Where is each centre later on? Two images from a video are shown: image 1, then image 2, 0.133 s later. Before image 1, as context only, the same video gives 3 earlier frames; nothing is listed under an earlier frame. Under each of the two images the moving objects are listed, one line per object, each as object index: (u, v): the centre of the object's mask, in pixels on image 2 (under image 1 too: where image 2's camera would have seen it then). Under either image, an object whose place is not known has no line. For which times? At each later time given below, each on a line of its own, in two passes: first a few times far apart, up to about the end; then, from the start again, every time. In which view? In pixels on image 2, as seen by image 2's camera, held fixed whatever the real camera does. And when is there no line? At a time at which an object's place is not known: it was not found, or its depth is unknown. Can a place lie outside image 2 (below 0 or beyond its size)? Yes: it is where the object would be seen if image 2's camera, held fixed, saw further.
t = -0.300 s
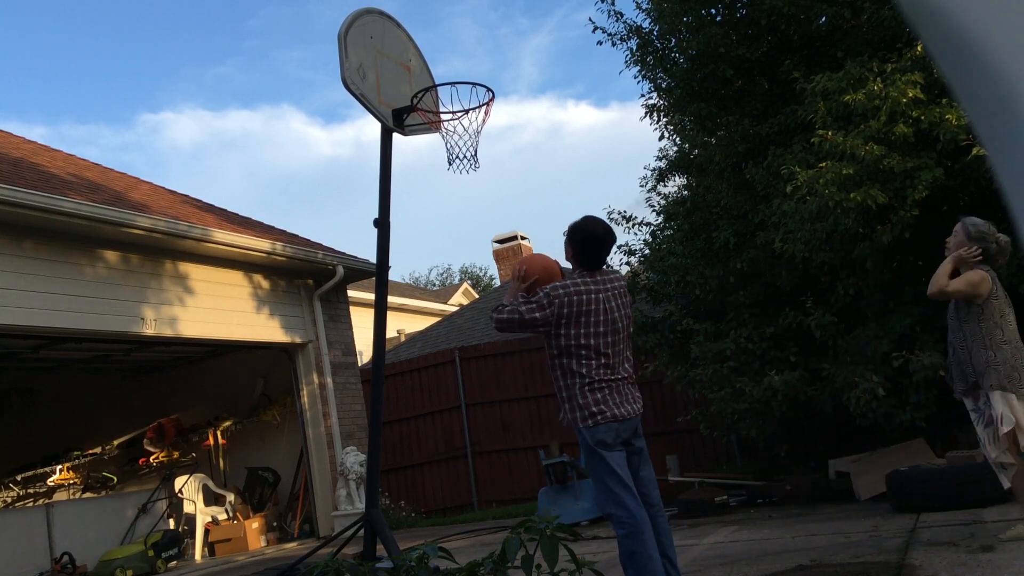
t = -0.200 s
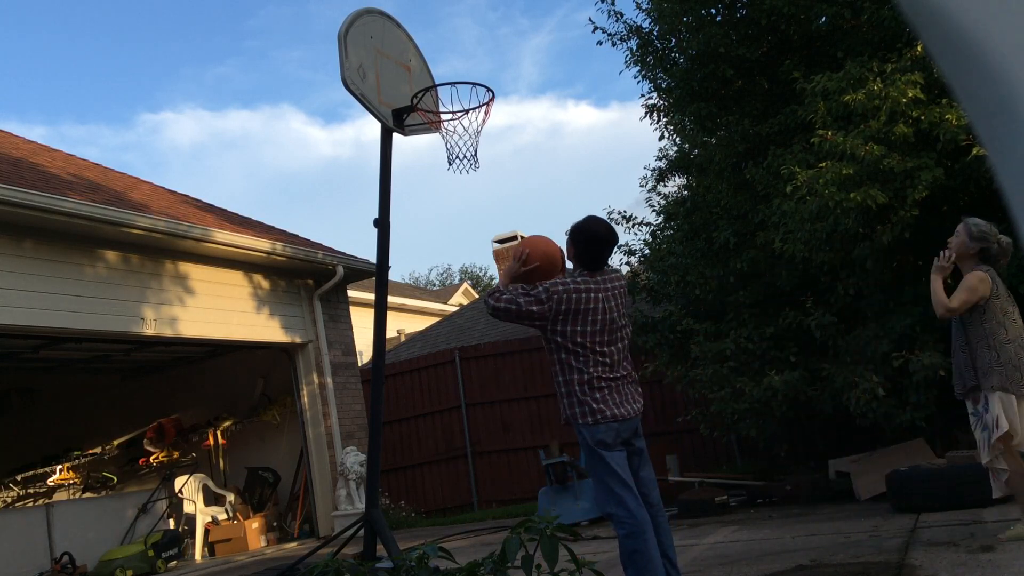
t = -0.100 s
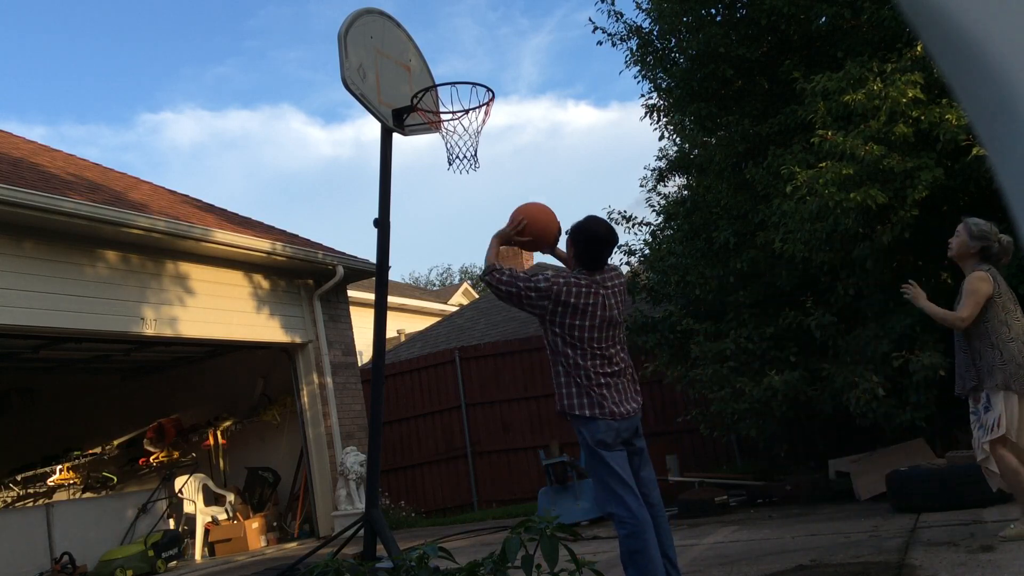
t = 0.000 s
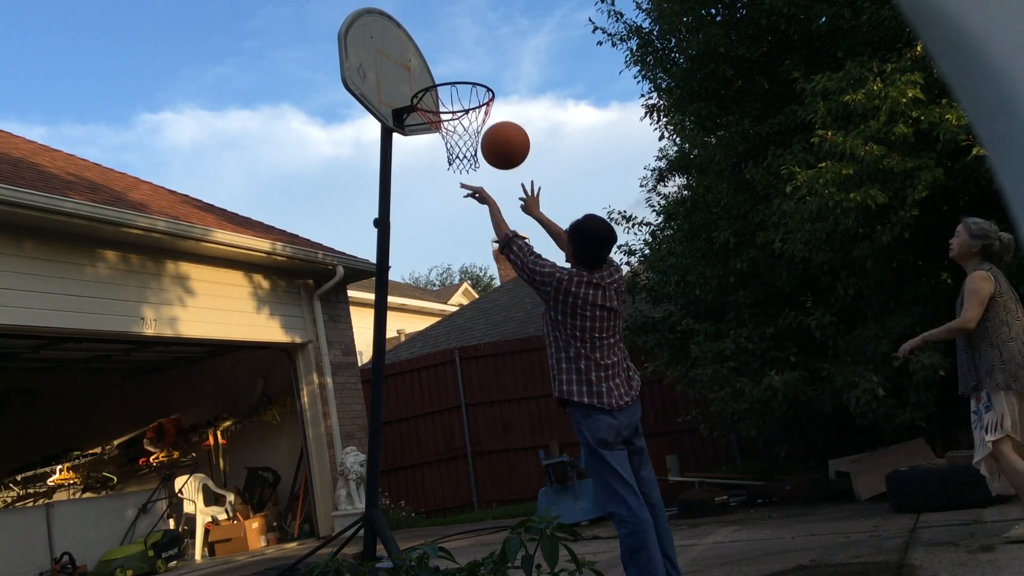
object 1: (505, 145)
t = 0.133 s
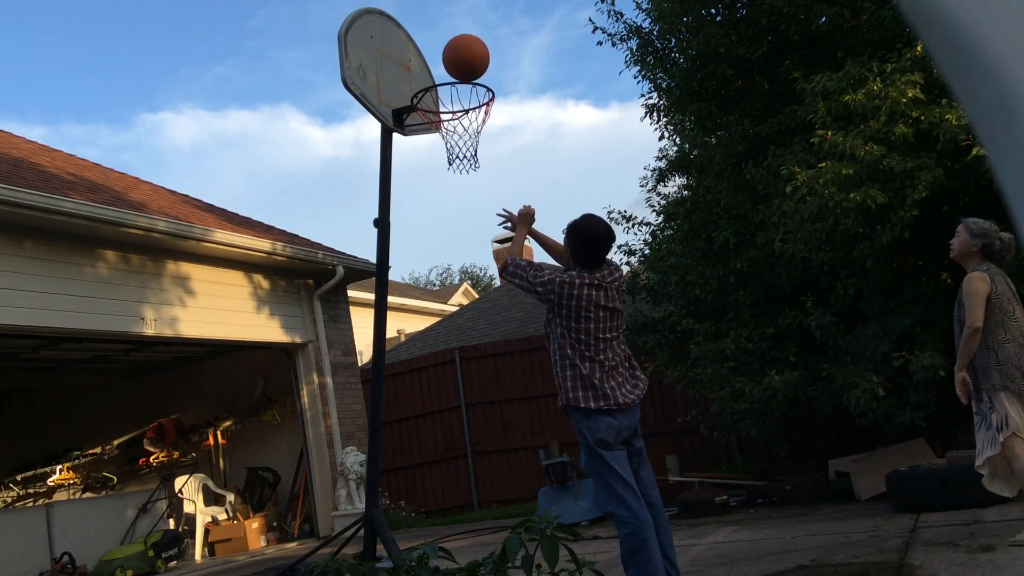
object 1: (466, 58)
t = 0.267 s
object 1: (434, 14)
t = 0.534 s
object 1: (395, 11)
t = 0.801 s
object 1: (420, 77)
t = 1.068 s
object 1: (497, 53)
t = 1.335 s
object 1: (597, 143)
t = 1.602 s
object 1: (726, 361)
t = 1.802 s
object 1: (819, 466)
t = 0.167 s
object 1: (457, 42)
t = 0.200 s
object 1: (449, 28)
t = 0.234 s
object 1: (441, 19)
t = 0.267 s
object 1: (434, 14)
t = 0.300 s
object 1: (428, 10)
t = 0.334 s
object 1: (422, 8)
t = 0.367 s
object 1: (417, 6)
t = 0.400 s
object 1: (411, 6)
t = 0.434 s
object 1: (407, 6)
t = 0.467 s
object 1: (403, 7)
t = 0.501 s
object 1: (399, 8)
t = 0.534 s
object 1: (395, 11)
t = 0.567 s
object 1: (392, 15)
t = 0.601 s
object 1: (390, 21)
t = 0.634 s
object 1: (394, 29)
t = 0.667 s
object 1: (398, 39)
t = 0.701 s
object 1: (403, 52)
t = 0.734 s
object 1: (408, 65)
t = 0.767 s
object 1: (413, 81)
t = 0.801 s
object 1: (420, 77)
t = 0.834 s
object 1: (429, 68)
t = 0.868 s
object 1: (438, 61)
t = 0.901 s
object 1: (447, 55)
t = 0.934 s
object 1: (456, 51)
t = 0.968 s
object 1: (466, 49)
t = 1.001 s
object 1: (476, 49)
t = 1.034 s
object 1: (486, 50)
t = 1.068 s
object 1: (497, 53)
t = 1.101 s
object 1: (508, 58)
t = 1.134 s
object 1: (519, 64)
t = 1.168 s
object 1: (531, 73)
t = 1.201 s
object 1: (544, 83)
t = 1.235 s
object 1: (556, 95)
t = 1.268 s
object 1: (570, 109)
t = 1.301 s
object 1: (583, 125)
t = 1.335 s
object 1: (597, 143)
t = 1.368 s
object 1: (611, 163)
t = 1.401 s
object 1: (626, 185)
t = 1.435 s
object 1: (641, 209)
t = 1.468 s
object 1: (657, 235)
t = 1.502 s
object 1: (673, 263)
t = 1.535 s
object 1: (690, 294)
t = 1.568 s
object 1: (707, 326)
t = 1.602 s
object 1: (726, 361)
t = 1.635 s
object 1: (745, 399)
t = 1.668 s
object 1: (765, 439)
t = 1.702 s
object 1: (785, 482)
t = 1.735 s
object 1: (806, 526)
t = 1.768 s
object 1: (812, 496)
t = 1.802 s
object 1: (819, 466)
